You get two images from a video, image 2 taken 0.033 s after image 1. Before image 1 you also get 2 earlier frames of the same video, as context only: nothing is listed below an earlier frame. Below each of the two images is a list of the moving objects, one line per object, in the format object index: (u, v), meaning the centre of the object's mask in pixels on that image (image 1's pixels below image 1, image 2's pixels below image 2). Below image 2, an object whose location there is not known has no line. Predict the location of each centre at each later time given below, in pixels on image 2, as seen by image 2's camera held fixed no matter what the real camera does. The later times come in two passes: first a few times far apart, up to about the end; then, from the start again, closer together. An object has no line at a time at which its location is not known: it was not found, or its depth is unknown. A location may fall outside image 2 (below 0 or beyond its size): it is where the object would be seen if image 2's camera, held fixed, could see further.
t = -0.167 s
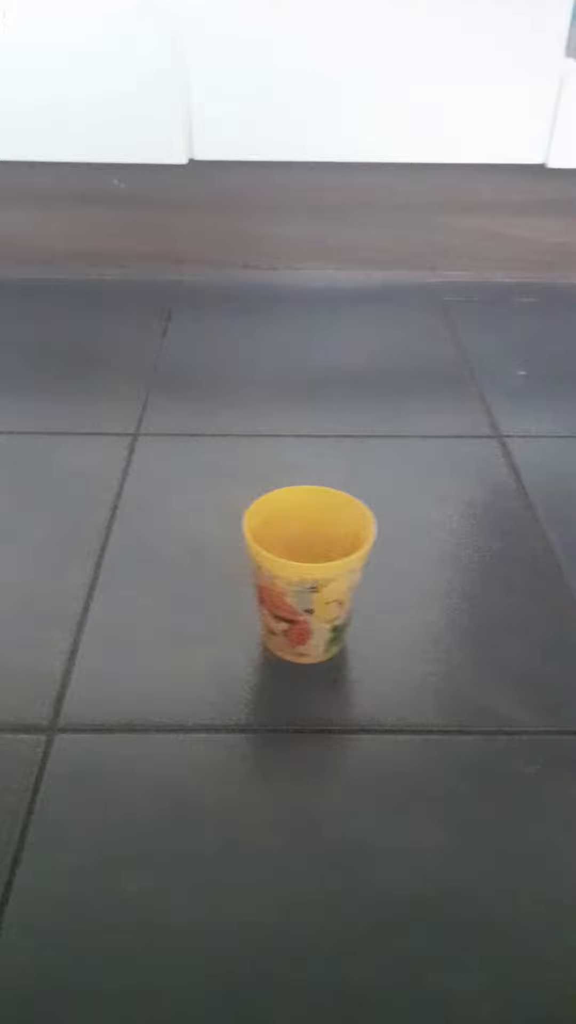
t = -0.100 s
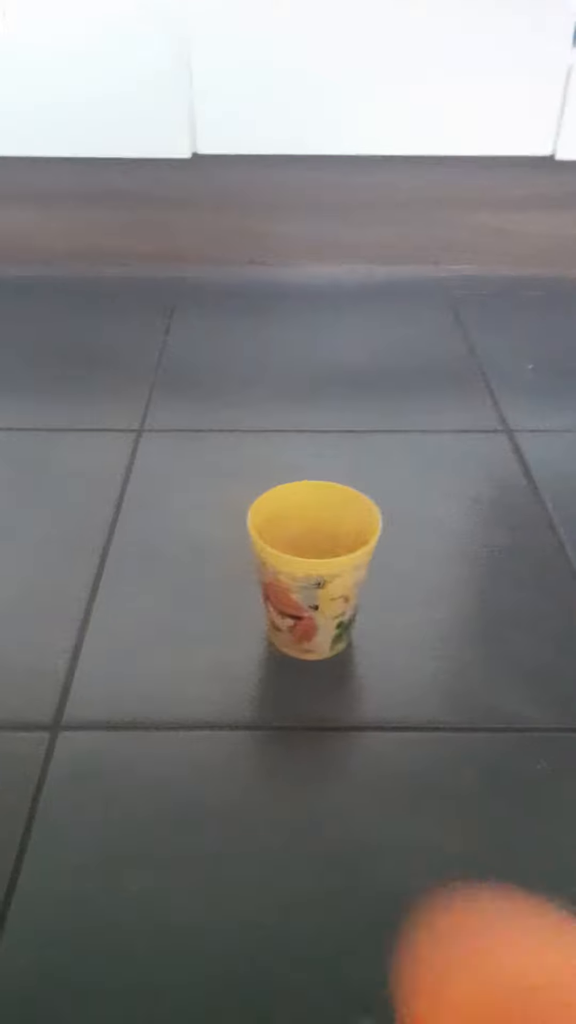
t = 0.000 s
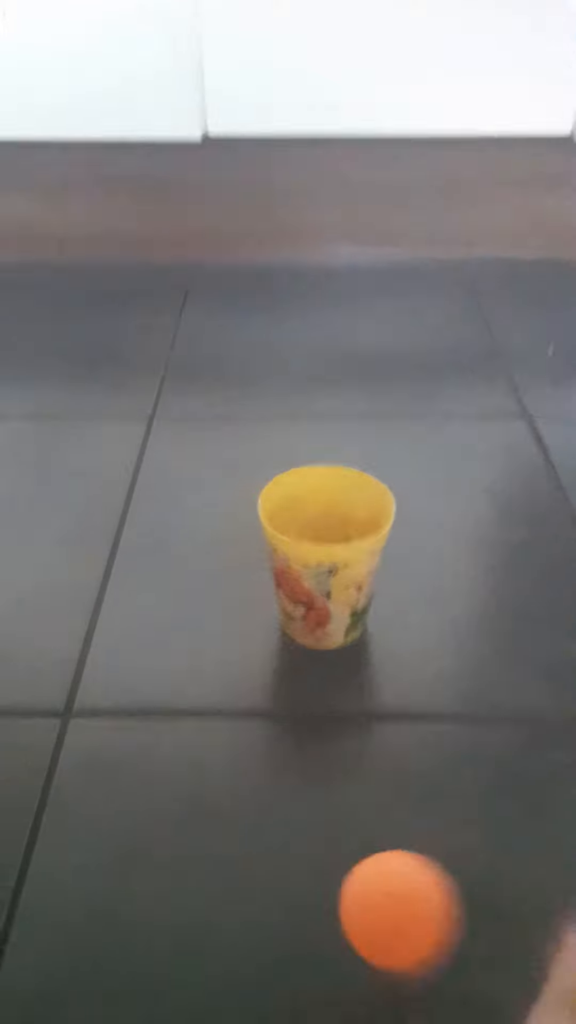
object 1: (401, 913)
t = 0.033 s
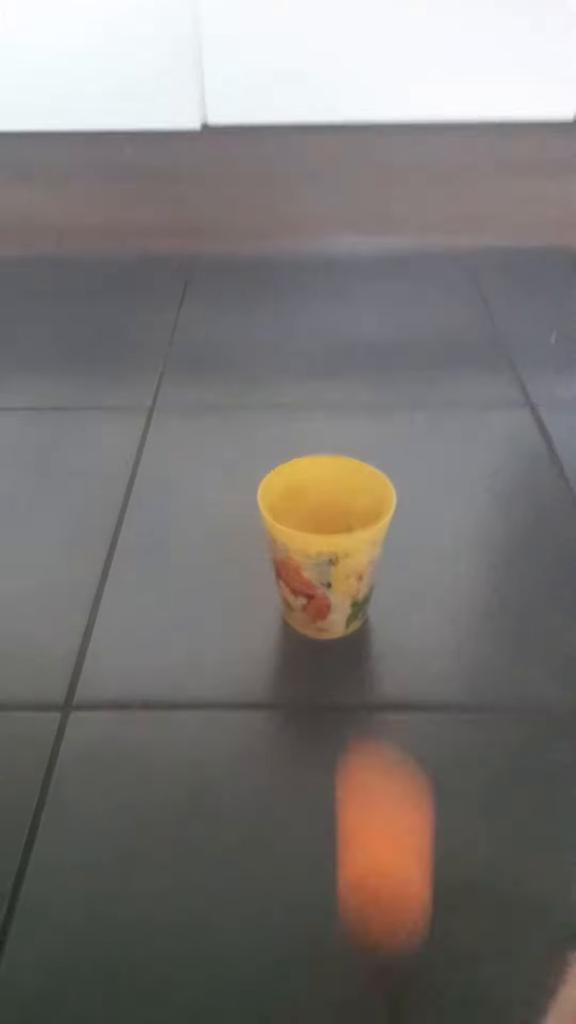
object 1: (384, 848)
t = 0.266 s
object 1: (361, 275)
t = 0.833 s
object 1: (337, 512)
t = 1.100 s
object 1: (329, 513)
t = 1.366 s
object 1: (329, 520)
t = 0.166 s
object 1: (373, 370)
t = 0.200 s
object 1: (369, 309)
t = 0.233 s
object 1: (367, 278)
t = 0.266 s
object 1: (361, 275)
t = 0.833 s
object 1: (337, 512)
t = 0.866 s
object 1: (347, 502)
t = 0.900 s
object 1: (348, 498)
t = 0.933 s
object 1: (346, 499)
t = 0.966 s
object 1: (343, 505)
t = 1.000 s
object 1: (337, 514)
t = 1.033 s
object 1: (335, 516)
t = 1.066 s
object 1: (330, 515)
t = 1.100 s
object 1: (329, 513)
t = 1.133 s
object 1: (330, 516)
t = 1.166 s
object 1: (330, 516)
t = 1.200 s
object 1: (327, 517)
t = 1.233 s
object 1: (329, 518)
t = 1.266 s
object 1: (329, 518)
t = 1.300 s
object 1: (328, 516)
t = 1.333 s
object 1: (326, 515)
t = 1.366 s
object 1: (329, 520)
